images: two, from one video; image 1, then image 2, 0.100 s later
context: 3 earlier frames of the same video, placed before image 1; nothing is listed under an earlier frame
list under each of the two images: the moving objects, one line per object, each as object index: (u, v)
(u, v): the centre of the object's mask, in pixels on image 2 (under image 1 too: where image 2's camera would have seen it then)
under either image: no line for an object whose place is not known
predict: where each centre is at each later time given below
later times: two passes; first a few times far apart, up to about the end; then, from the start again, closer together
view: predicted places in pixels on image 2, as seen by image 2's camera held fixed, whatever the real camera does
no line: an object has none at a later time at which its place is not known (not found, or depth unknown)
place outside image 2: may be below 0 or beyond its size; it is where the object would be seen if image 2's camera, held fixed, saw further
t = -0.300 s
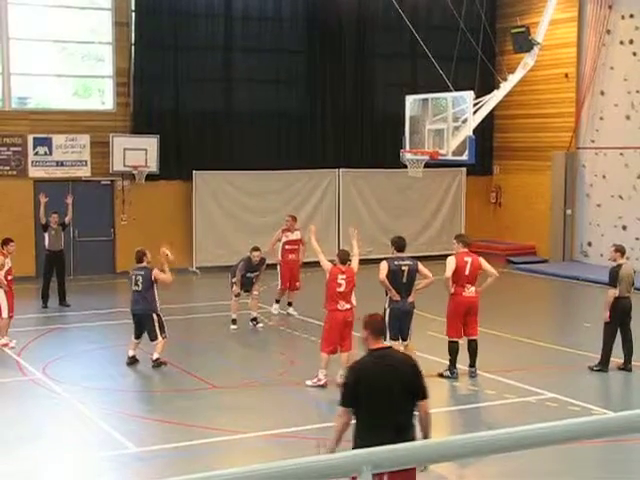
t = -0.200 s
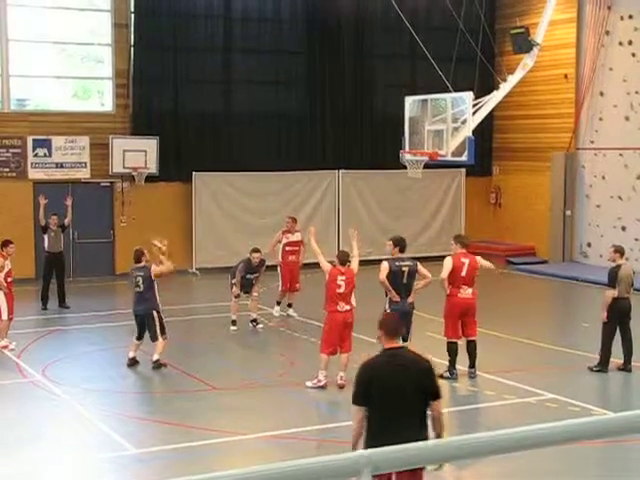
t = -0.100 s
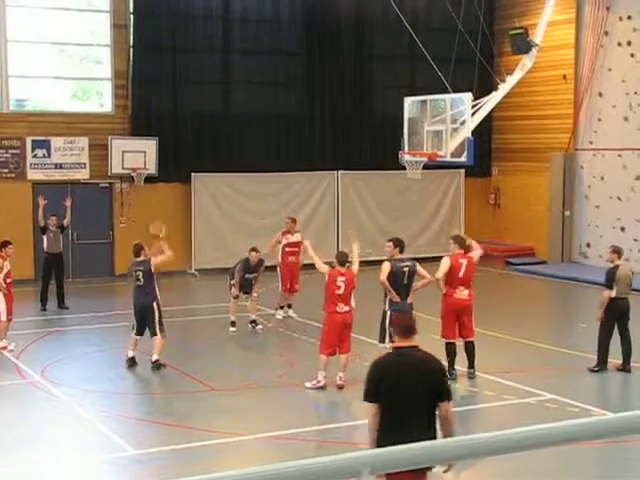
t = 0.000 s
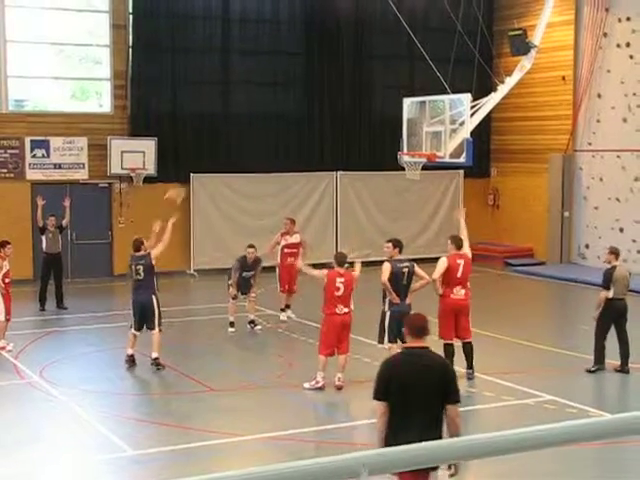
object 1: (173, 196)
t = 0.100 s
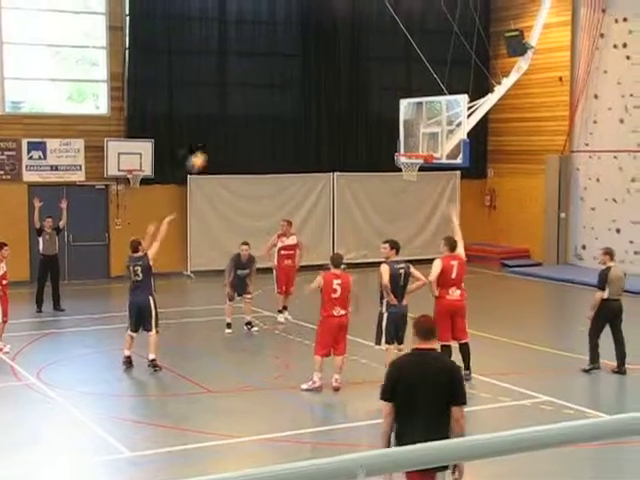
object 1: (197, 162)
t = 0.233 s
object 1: (229, 127)
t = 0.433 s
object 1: (277, 96)
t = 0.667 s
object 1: (328, 94)
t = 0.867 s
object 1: (370, 118)
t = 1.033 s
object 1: (405, 146)
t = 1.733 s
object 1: (419, 176)
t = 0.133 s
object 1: (205, 152)
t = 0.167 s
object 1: (213, 143)
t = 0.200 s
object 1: (221, 135)
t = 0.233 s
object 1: (229, 127)
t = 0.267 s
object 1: (238, 121)
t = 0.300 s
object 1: (246, 113)
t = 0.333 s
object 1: (253, 108)
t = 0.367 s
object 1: (261, 102)
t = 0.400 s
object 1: (269, 100)
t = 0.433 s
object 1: (277, 96)
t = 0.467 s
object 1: (285, 94)
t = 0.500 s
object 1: (291, 93)
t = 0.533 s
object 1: (300, 91)
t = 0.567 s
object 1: (306, 91)
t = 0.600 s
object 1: (315, 92)
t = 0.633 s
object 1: (322, 92)
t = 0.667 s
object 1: (328, 94)
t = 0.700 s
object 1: (335, 97)
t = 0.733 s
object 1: (342, 99)
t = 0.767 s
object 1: (349, 103)
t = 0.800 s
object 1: (356, 108)
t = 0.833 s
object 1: (363, 112)
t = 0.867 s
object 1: (370, 118)
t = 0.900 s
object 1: (377, 124)
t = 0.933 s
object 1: (384, 131)
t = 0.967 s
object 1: (390, 137)
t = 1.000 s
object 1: (395, 144)
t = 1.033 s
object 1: (405, 146)
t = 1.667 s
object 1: (420, 160)
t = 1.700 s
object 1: (418, 168)
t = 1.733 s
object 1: (419, 176)
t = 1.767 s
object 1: (419, 183)
